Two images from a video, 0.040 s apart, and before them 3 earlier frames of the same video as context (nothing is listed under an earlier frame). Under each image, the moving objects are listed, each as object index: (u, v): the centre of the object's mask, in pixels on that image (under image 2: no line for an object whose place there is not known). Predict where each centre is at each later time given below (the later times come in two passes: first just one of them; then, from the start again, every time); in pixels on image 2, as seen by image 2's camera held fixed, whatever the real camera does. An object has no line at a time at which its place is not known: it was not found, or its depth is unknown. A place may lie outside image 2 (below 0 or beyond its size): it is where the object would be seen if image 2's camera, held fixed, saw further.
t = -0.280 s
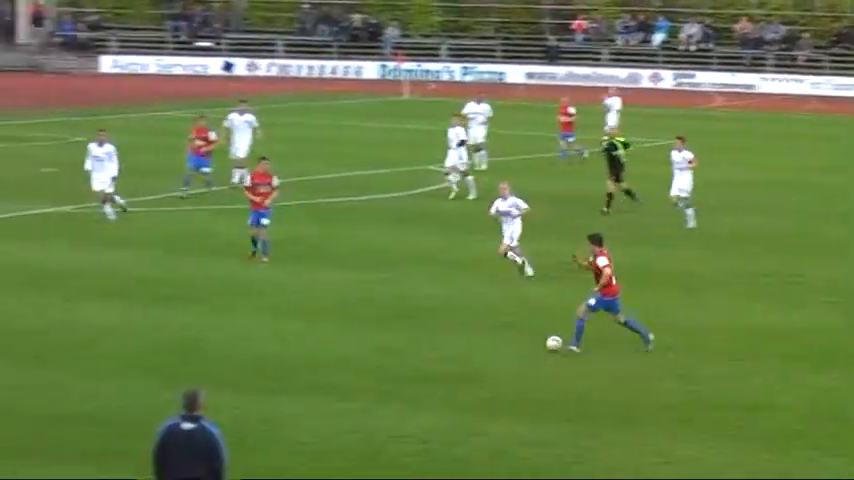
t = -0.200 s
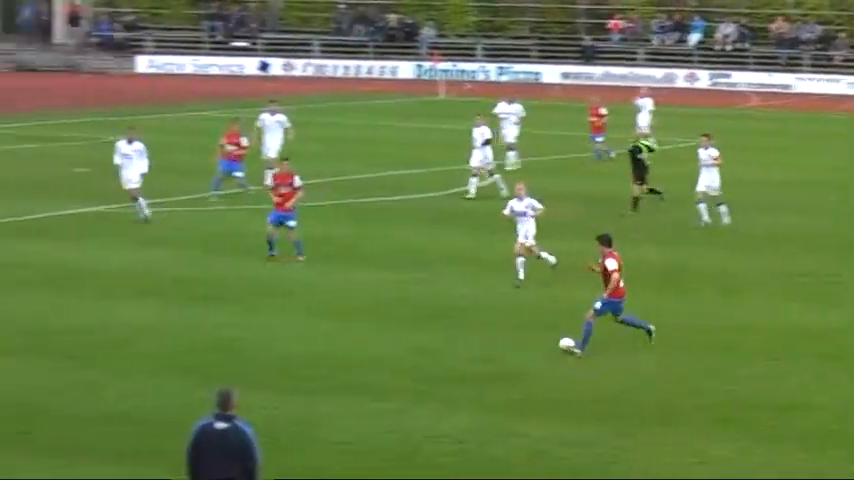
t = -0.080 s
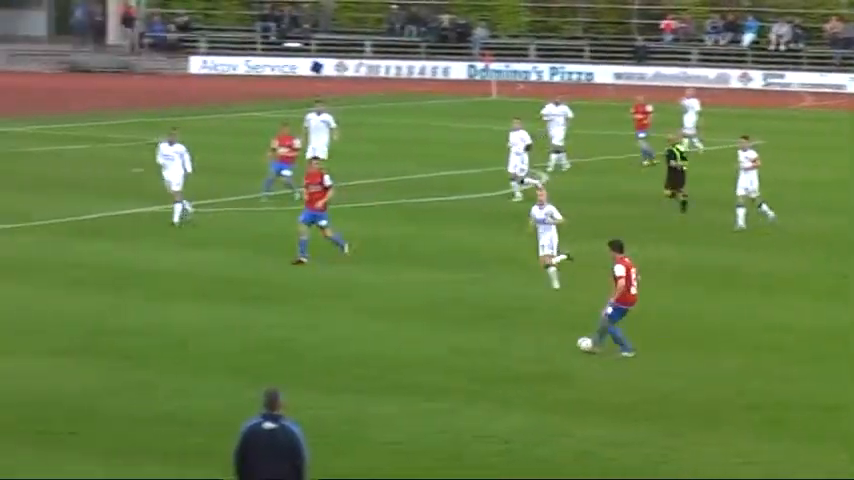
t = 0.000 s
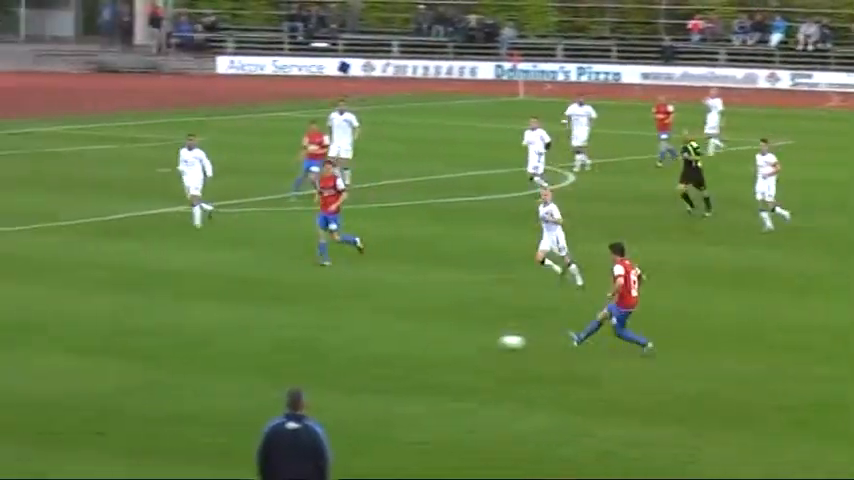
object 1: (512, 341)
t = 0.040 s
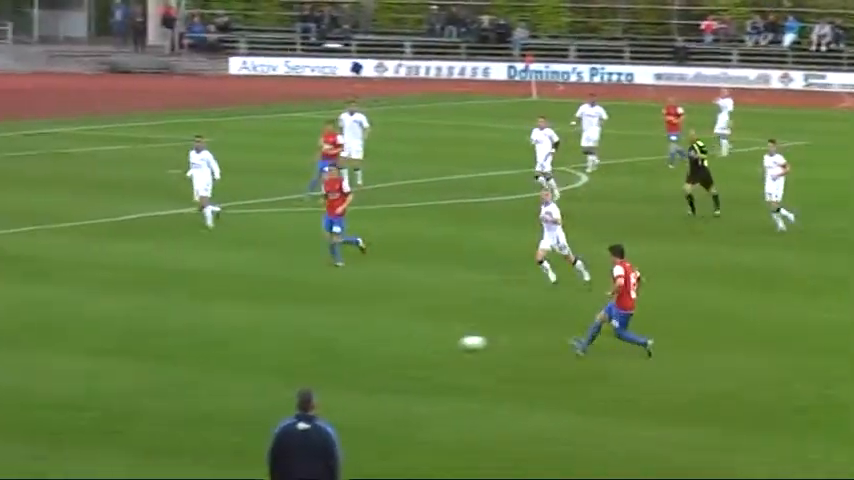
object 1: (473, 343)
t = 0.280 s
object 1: (218, 336)
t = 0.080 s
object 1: (425, 342)
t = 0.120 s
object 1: (382, 340)
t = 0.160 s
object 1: (339, 337)
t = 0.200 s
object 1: (295, 337)
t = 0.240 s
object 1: (253, 339)
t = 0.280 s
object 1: (218, 336)
